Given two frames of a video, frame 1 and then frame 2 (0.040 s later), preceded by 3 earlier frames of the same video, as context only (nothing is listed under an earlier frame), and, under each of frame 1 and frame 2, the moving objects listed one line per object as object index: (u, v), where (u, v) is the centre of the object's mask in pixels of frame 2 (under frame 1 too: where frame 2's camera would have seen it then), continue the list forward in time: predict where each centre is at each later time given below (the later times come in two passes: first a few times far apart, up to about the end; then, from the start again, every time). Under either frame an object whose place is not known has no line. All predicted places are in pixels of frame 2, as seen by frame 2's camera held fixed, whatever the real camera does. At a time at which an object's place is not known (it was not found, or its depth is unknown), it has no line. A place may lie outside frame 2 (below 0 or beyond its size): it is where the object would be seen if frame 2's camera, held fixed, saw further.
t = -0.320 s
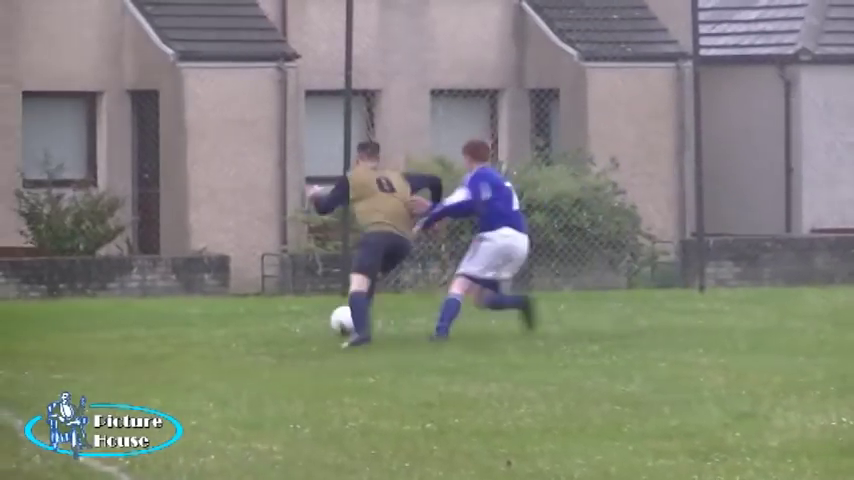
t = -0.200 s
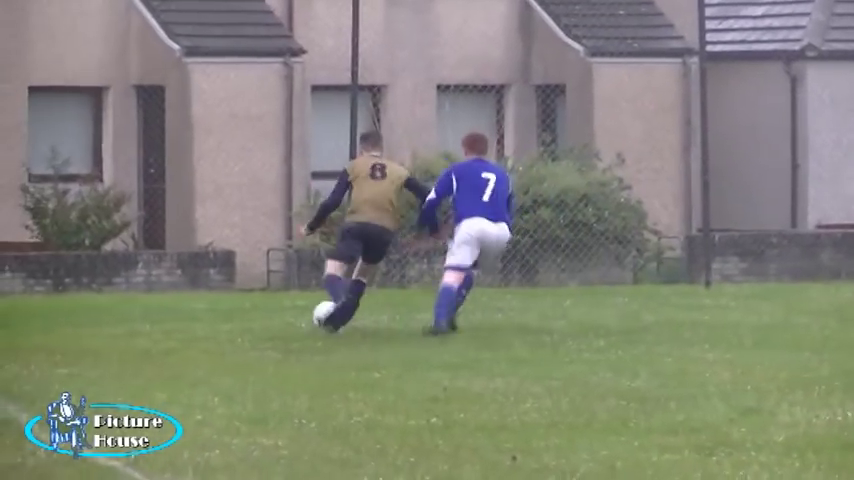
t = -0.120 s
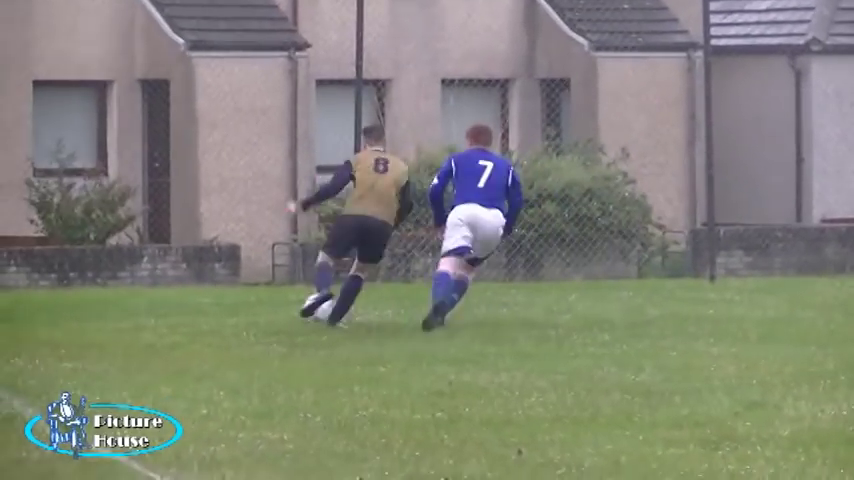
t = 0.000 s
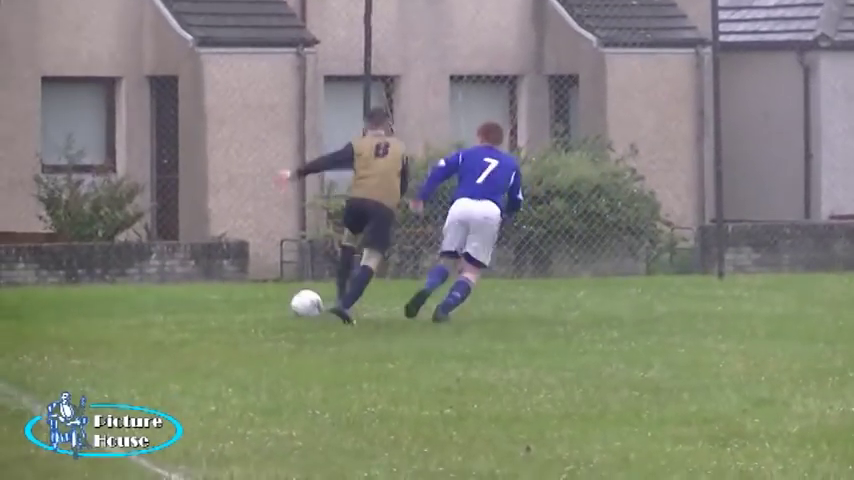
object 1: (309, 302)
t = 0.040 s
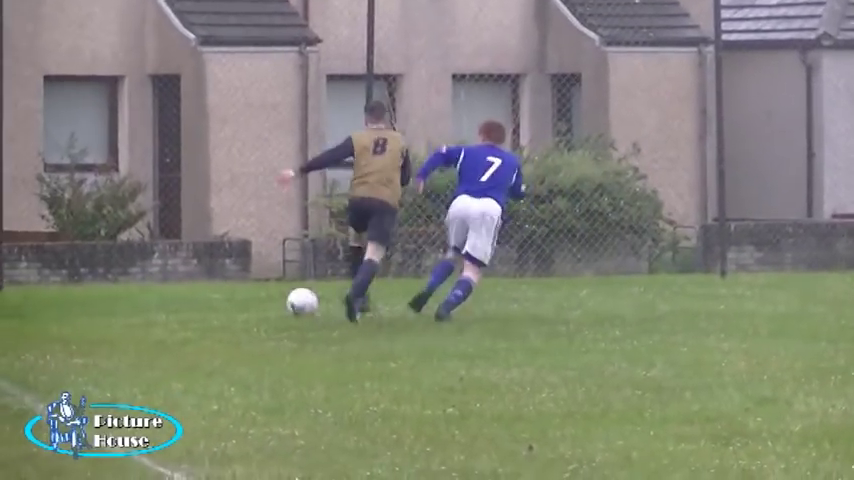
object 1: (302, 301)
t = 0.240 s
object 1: (268, 300)
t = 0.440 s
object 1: (236, 301)
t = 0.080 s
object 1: (295, 301)
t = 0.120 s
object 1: (289, 303)
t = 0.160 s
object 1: (282, 301)
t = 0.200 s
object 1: (276, 300)
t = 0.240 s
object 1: (268, 300)
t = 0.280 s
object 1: (262, 301)
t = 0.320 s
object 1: (254, 300)
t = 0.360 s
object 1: (248, 299)
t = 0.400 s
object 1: (243, 301)
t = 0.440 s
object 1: (236, 301)
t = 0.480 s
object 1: (230, 299)
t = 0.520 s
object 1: (223, 299)
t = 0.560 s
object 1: (217, 300)
